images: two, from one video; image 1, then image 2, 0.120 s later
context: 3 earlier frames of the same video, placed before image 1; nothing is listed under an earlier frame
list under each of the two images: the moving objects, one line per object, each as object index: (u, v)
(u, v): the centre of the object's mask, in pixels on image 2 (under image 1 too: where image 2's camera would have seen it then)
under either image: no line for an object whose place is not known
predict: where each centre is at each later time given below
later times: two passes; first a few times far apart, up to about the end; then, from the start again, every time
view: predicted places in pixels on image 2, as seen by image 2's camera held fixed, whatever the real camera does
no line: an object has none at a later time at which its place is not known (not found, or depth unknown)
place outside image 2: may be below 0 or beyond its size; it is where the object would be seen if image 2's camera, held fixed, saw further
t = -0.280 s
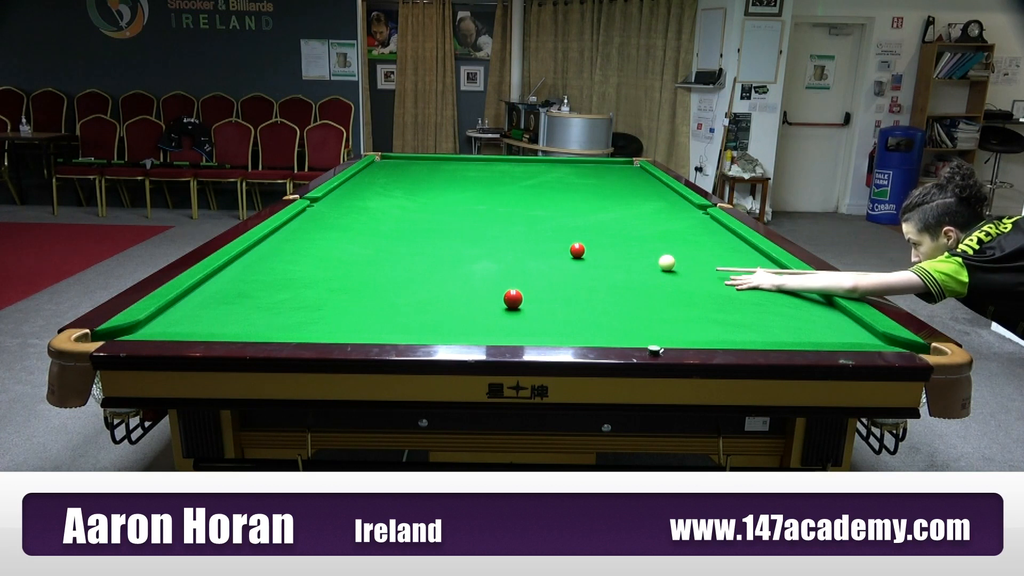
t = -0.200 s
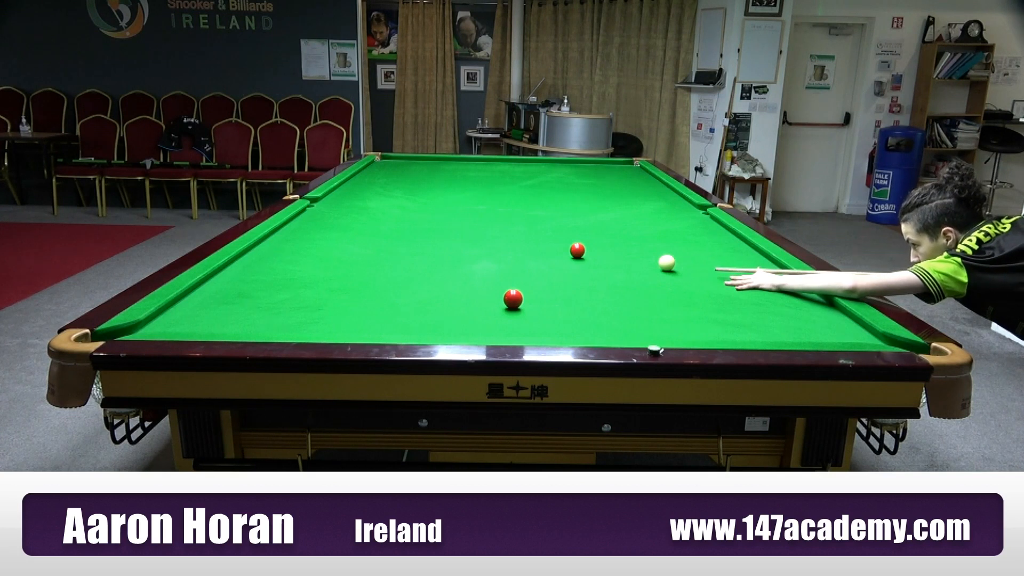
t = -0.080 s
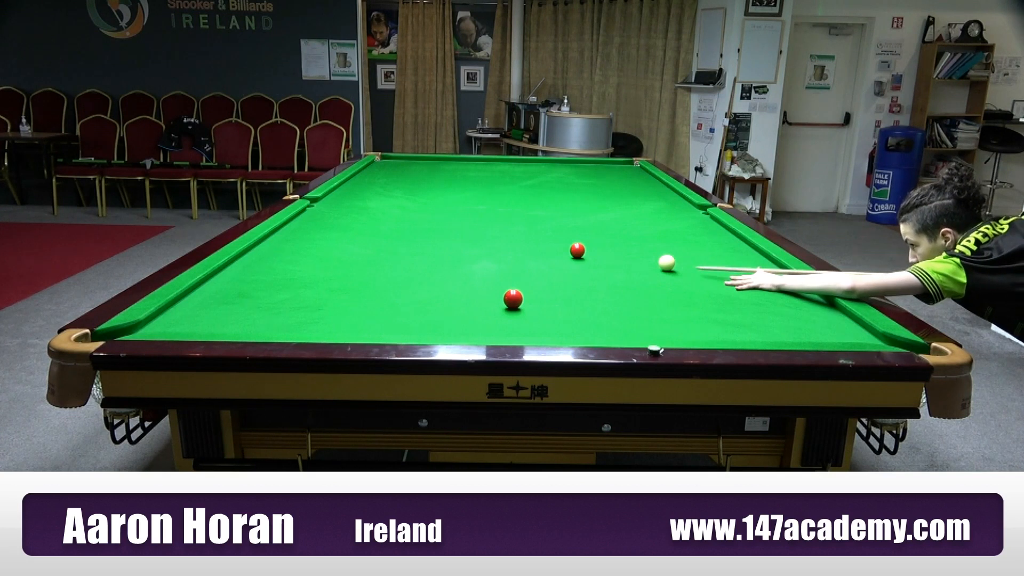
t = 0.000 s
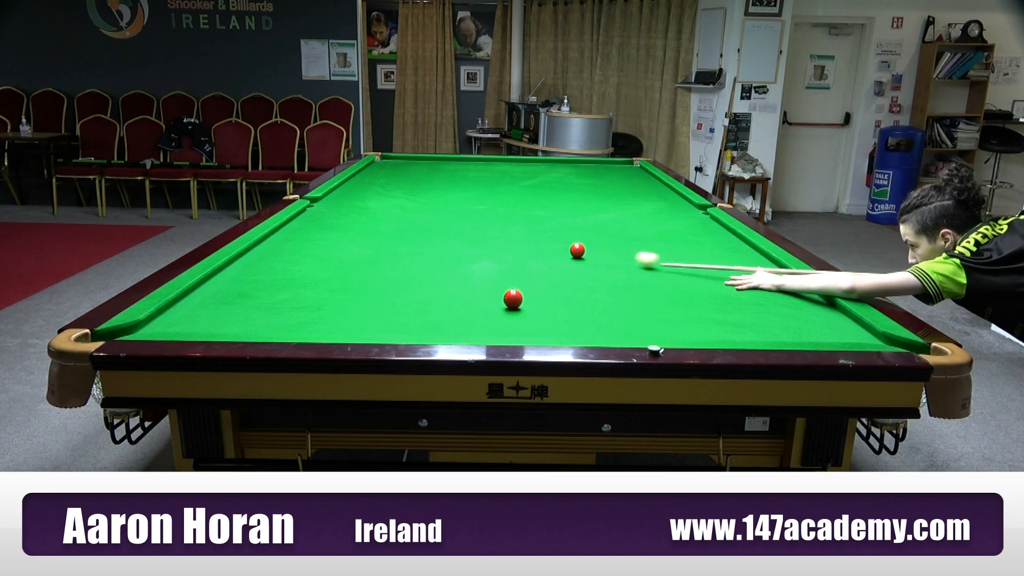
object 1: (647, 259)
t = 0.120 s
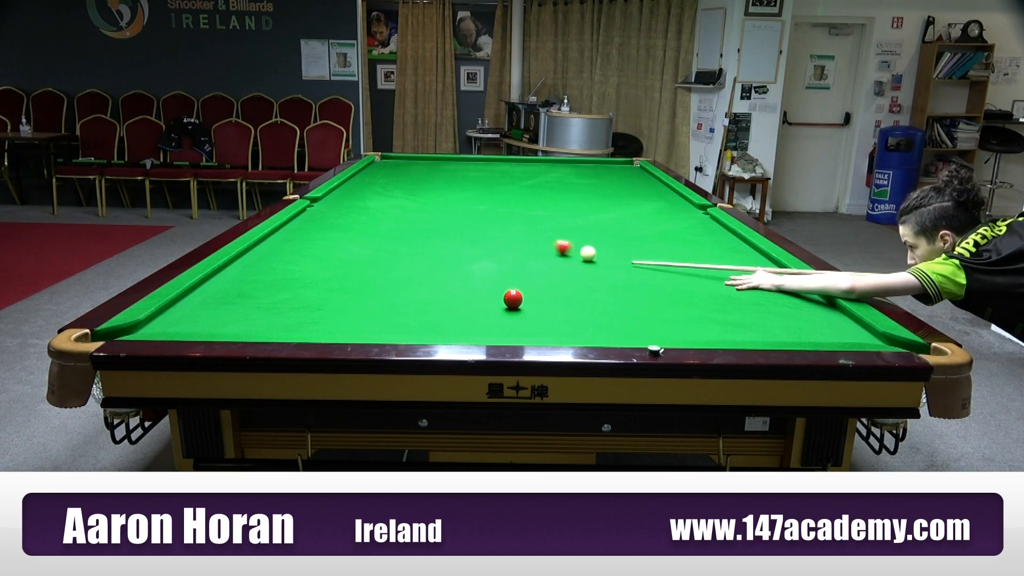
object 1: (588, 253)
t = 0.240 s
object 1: (584, 255)
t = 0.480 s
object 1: (579, 260)
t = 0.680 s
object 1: (576, 263)
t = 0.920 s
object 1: (572, 267)
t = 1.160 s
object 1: (569, 270)
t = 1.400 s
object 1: (566, 274)
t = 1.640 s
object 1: (564, 277)
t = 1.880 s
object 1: (562, 279)
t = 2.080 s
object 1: (560, 281)
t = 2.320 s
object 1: (559, 283)
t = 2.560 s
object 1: (559, 285)
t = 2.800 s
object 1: (559, 286)
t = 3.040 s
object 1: (559, 286)
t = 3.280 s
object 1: (558, 286)
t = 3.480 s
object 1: (558, 286)
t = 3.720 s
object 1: (558, 286)
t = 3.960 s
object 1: (558, 286)
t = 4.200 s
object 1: (558, 286)
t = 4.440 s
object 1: (558, 286)
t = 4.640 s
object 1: (558, 286)
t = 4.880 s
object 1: (558, 286)
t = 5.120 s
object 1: (558, 286)
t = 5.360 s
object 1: (558, 286)
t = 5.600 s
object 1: (558, 286)
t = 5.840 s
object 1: (558, 286)
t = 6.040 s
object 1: (558, 286)
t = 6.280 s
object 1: (558, 286)
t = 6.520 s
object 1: (558, 286)
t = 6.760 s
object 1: (558, 286)
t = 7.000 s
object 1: (558, 286)
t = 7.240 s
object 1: (558, 286)
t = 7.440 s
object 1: (558, 286)
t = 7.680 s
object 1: (558, 286)
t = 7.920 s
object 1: (558, 286)
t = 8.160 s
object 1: (558, 286)
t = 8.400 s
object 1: (558, 286)
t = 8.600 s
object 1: (558, 286)
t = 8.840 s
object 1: (558, 286)
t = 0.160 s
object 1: (586, 254)
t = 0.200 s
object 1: (584, 254)
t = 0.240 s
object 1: (584, 255)
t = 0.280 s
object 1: (583, 256)
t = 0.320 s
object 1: (582, 257)
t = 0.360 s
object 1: (581, 257)
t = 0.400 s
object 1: (581, 258)
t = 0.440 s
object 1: (580, 259)
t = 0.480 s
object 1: (579, 260)
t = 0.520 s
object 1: (579, 260)
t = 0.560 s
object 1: (578, 261)
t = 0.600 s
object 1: (577, 262)
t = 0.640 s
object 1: (577, 262)
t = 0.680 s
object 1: (576, 263)
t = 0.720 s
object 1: (575, 264)
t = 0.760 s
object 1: (575, 264)
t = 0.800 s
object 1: (574, 265)
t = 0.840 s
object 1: (574, 266)
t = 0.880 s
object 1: (573, 266)
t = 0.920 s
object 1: (572, 267)
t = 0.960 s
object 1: (572, 268)
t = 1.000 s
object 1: (571, 268)
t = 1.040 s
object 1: (571, 269)
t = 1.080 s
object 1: (570, 269)
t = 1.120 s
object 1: (570, 270)
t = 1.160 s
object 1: (569, 270)
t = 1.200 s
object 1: (569, 271)
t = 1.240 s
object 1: (568, 272)
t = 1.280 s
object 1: (567, 272)
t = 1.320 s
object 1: (567, 273)
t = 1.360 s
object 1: (566, 273)
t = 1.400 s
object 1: (566, 274)
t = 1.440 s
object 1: (566, 274)
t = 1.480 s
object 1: (565, 275)
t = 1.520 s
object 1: (565, 275)
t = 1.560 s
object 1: (565, 276)
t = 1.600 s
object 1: (564, 276)
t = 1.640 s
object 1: (564, 277)
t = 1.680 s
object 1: (563, 277)
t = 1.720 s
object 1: (563, 278)
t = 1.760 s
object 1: (563, 278)
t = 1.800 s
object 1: (562, 278)
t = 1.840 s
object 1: (562, 279)
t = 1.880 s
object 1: (562, 279)
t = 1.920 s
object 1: (562, 280)
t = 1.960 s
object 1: (561, 280)
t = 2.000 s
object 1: (561, 281)
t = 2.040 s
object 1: (561, 281)
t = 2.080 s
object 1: (560, 281)
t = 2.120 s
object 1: (560, 282)
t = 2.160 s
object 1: (560, 282)
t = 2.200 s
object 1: (560, 282)
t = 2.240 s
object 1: (559, 283)
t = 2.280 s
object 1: (559, 283)
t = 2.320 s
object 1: (559, 283)
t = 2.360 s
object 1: (559, 283)
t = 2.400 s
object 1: (559, 284)
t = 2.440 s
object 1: (559, 284)
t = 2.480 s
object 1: (559, 284)
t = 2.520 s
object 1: (559, 284)
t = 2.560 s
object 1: (559, 285)
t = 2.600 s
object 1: (559, 285)
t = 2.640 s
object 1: (559, 285)
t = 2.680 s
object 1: (559, 285)
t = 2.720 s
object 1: (559, 285)
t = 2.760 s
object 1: (559, 286)
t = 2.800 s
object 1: (559, 286)
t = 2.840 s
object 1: (559, 286)
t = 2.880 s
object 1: (559, 286)
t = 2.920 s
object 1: (559, 286)
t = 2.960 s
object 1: (559, 286)
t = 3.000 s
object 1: (559, 286)
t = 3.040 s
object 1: (559, 286)
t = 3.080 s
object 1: (559, 286)
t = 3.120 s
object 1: (558, 286)
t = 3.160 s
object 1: (558, 286)
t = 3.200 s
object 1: (558, 286)
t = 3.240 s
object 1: (558, 286)
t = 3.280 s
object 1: (558, 286)
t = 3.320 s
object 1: (558, 286)
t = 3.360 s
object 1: (558, 286)
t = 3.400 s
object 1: (558, 286)
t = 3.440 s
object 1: (558, 286)
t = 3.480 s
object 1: (558, 286)
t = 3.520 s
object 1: (558, 286)
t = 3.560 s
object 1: (558, 286)
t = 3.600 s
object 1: (558, 286)
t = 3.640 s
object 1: (558, 286)
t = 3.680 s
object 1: (558, 286)
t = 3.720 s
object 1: (558, 286)
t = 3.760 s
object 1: (558, 286)
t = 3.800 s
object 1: (558, 286)
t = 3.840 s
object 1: (558, 286)
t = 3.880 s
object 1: (558, 286)
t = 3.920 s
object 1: (558, 286)
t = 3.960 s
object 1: (558, 286)
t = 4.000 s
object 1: (558, 286)
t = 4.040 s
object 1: (558, 286)
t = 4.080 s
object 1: (558, 286)
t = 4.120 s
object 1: (558, 286)
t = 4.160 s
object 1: (558, 286)
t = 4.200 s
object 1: (558, 286)
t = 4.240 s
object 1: (558, 286)
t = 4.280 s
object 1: (558, 286)
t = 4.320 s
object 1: (558, 286)
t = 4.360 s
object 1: (558, 286)
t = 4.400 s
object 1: (558, 286)
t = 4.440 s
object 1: (558, 286)
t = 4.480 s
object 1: (558, 286)
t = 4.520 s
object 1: (558, 286)
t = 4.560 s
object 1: (558, 286)
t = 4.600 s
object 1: (558, 286)
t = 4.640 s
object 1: (558, 286)
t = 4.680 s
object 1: (558, 286)
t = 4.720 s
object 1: (558, 286)
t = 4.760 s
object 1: (558, 286)
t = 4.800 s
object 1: (558, 286)
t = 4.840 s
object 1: (558, 286)
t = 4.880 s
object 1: (558, 286)
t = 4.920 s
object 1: (558, 286)
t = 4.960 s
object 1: (558, 286)
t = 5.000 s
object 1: (558, 286)
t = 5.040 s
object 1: (558, 286)
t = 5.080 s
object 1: (558, 286)
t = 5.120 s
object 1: (558, 286)
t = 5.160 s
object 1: (558, 286)
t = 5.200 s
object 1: (558, 286)
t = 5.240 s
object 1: (558, 286)
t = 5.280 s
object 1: (558, 286)
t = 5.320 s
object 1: (558, 286)
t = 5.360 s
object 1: (558, 286)
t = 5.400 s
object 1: (558, 286)
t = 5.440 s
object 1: (558, 286)
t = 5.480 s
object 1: (558, 286)
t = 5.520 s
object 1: (558, 286)
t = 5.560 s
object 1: (558, 286)
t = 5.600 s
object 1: (558, 286)
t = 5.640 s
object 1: (558, 286)
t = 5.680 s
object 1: (558, 286)
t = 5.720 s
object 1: (558, 286)
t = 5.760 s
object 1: (558, 286)
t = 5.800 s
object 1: (558, 286)
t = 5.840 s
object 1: (558, 286)
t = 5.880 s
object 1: (558, 286)
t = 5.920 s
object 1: (558, 286)
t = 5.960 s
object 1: (558, 286)
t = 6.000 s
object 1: (558, 286)
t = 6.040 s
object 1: (558, 286)
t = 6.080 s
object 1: (558, 286)
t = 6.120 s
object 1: (558, 286)
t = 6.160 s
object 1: (558, 286)
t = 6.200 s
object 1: (558, 286)
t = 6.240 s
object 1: (558, 286)
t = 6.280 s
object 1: (558, 286)
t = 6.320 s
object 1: (558, 286)
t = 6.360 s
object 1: (558, 286)
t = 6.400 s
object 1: (558, 286)
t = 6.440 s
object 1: (558, 286)
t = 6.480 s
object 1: (558, 286)
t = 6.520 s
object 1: (558, 286)
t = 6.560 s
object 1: (558, 286)
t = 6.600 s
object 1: (558, 286)
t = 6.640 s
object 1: (558, 286)
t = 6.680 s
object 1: (558, 286)
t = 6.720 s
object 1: (558, 286)
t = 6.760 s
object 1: (558, 286)
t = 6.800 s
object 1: (558, 286)
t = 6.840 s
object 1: (558, 286)
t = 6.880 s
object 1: (558, 286)
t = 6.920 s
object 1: (558, 286)
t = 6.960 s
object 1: (558, 286)
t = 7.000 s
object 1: (558, 286)
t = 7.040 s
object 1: (558, 286)
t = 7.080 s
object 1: (558, 286)
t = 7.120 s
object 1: (558, 286)
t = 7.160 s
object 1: (558, 286)
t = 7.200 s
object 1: (558, 286)
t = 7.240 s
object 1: (558, 286)
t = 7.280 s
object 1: (558, 286)
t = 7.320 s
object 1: (558, 286)
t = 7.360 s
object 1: (558, 286)
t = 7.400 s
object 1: (558, 286)
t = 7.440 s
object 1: (558, 286)
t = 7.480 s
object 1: (558, 286)
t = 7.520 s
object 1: (558, 286)
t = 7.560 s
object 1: (558, 286)
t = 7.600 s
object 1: (558, 286)
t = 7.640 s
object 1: (558, 286)
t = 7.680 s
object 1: (558, 286)
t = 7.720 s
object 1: (558, 286)
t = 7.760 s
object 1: (558, 286)
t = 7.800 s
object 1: (558, 286)
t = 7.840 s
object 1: (558, 286)
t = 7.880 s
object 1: (558, 286)
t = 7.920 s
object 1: (558, 286)
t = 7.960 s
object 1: (558, 286)
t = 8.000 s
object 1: (558, 286)
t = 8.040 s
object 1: (558, 286)
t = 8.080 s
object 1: (558, 286)
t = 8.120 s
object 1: (558, 286)
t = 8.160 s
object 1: (558, 286)
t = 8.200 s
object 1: (558, 286)
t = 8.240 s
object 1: (558, 286)
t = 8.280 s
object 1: (558, 286)
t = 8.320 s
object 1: (558, 286)
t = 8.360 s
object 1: (558, 286)
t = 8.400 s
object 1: (558, 286)
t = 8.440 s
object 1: (558, 286)
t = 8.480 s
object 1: (558, 286)
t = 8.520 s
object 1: (558, 286)
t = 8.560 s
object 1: (558, 286)
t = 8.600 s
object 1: (558, 286)
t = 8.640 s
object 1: (558, 286)
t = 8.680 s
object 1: (558, 286)
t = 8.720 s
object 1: (558, 286)
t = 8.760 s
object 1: (558, 286)
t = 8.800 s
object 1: (558, 286)
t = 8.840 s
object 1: (558, 286)
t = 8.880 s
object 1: (558, 286)
